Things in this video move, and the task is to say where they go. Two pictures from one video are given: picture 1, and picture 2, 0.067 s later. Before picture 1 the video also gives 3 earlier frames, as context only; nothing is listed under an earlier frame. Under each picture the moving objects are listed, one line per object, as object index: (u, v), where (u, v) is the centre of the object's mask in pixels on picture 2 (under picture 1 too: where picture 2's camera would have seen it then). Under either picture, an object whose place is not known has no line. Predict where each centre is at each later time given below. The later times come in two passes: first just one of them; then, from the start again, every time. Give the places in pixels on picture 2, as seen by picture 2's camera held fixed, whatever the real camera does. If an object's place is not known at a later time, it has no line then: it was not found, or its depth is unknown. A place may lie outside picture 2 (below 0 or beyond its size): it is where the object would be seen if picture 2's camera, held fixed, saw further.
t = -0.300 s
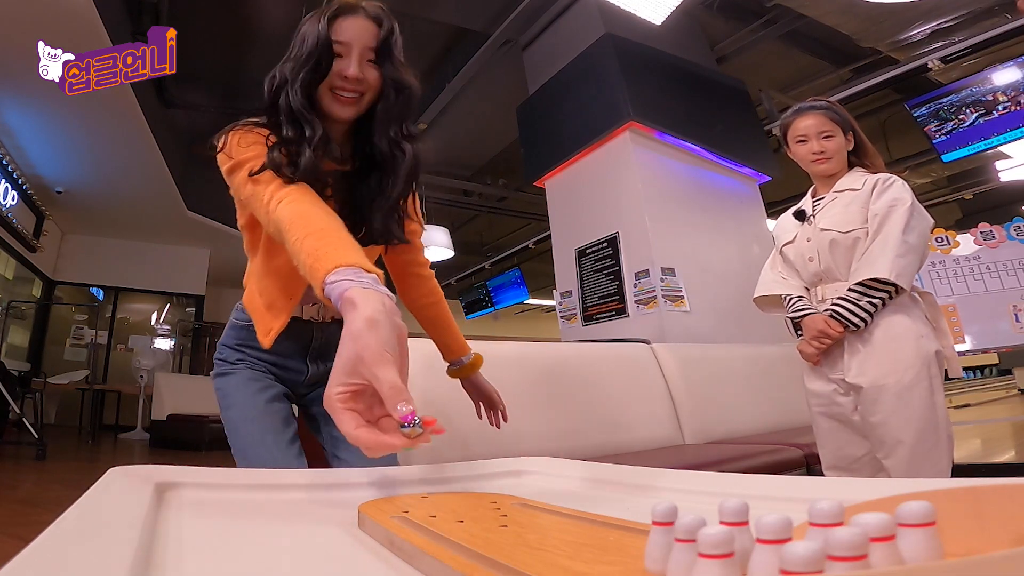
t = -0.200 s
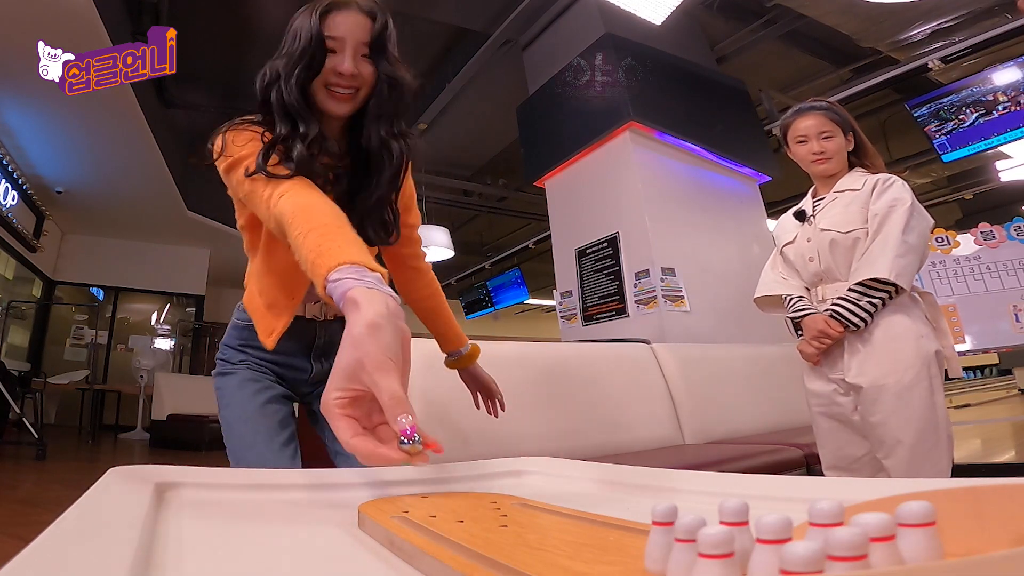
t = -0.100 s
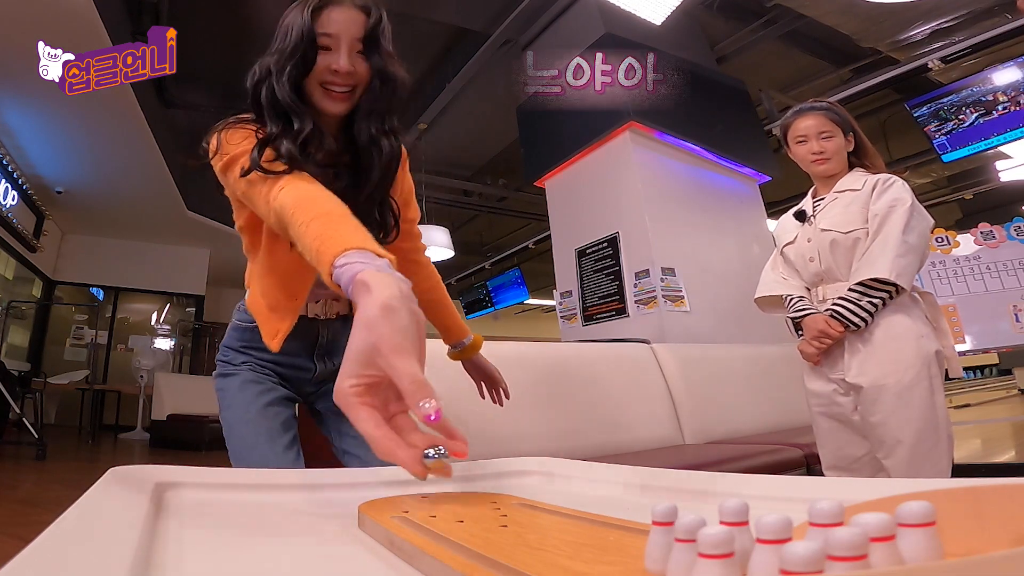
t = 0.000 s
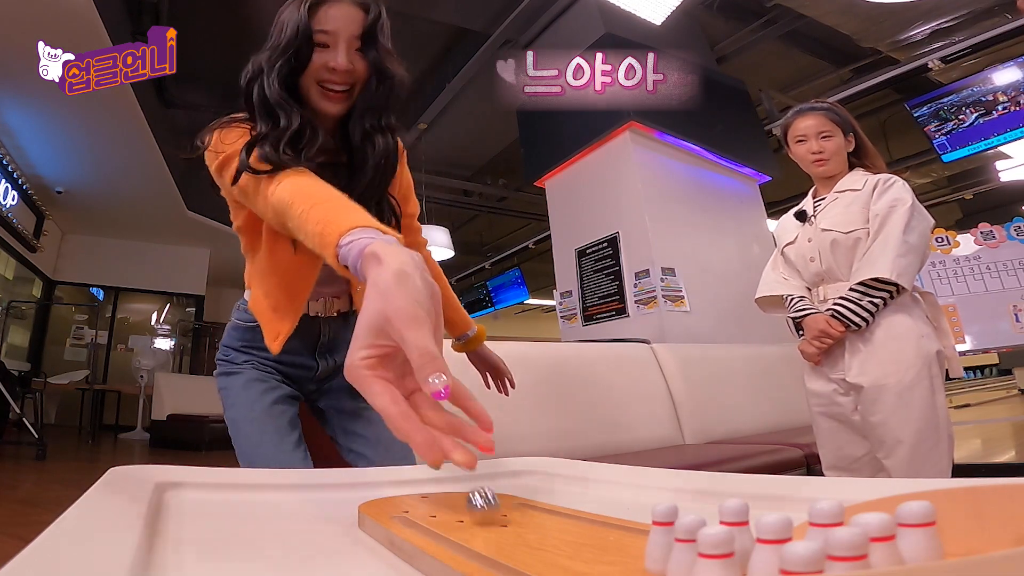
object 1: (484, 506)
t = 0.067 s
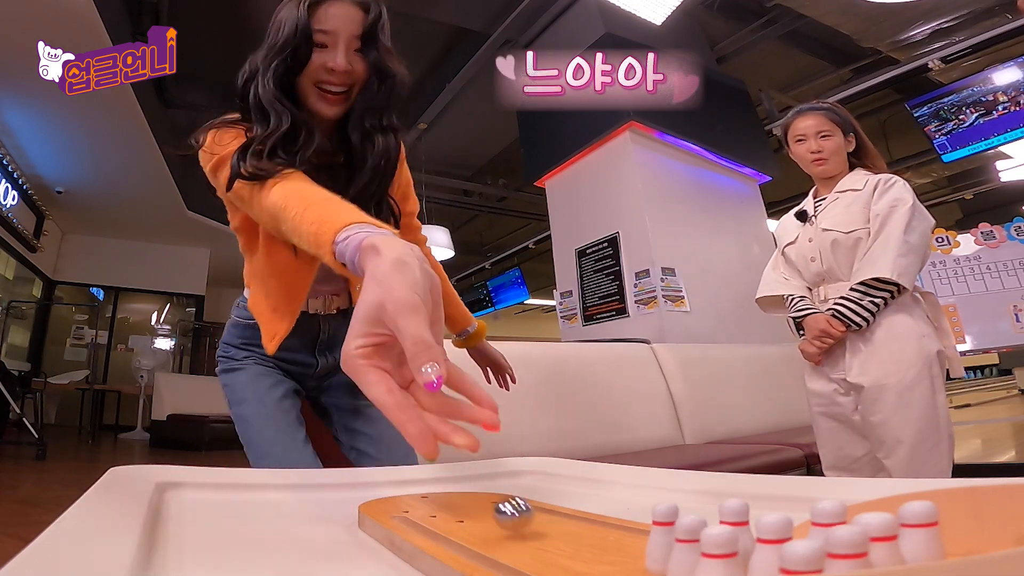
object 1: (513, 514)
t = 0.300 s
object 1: (704, 569)
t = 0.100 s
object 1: (531, 526)
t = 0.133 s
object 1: (552, 537)
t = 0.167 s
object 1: (575, 545)
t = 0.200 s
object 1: (603, 555)
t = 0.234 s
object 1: (635, 560)
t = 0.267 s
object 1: (665, 565)
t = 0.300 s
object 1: (704, 569)
